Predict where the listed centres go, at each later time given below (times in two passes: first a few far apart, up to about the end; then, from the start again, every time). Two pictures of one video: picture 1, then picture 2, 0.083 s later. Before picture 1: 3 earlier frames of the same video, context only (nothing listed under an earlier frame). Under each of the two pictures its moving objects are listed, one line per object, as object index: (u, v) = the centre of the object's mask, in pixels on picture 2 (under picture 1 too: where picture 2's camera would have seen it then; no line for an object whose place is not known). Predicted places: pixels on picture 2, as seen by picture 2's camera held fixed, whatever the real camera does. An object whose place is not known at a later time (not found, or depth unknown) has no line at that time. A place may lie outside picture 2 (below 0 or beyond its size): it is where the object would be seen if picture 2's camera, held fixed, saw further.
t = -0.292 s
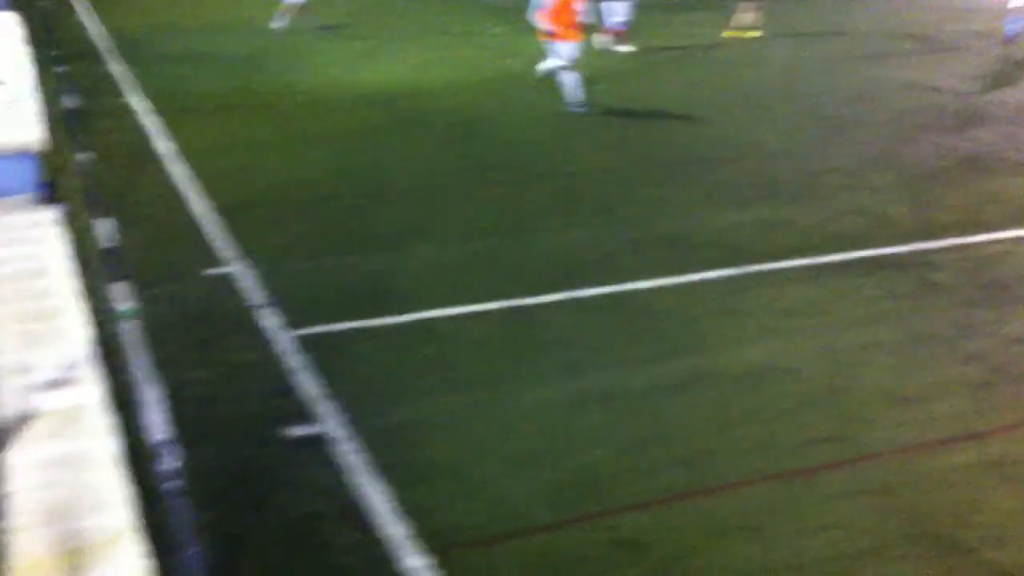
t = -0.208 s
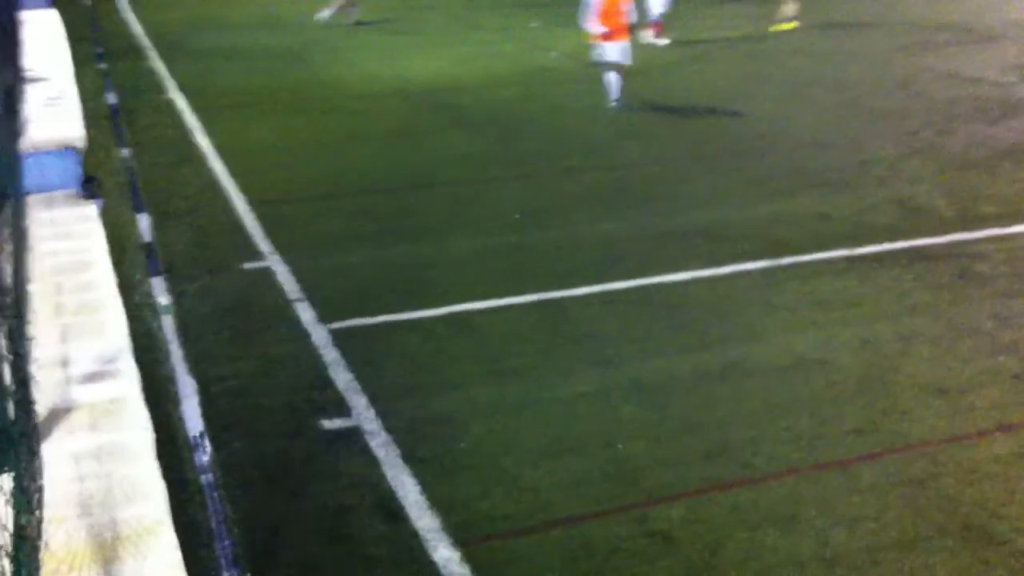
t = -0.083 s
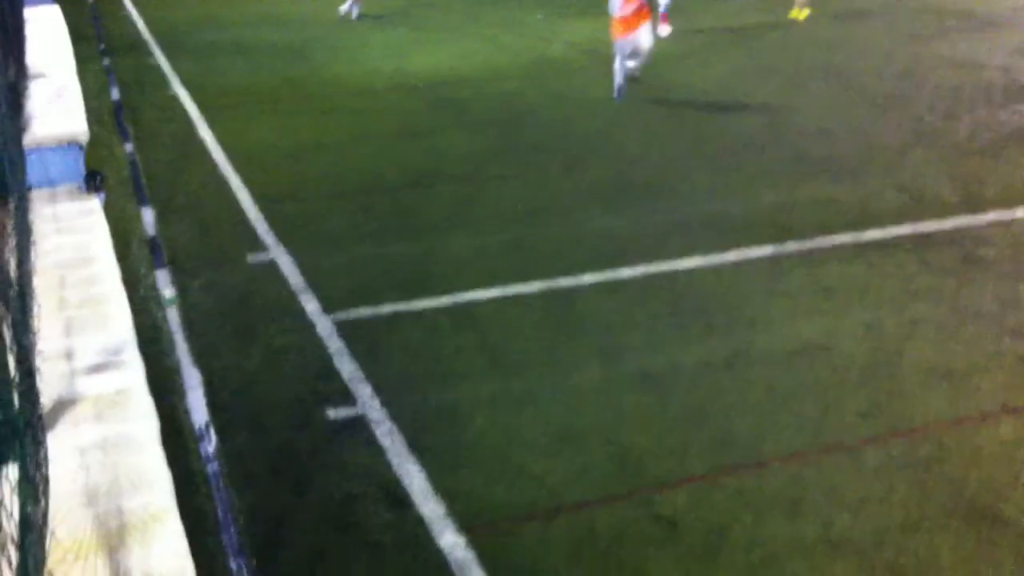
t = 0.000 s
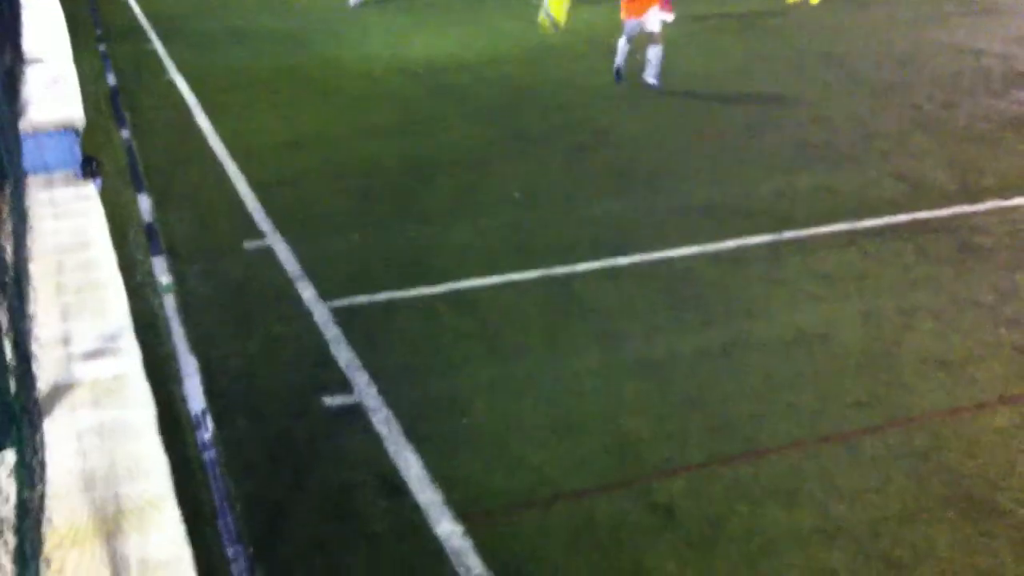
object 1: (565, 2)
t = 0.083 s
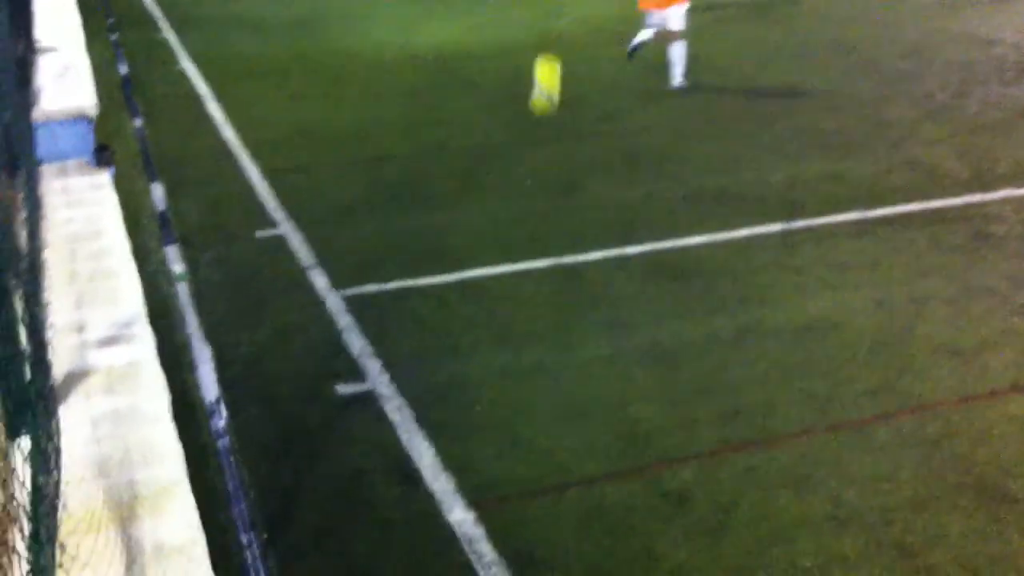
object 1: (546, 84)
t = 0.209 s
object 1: (512, 264)
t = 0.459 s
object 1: (437, 239)
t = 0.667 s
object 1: (339, 273)
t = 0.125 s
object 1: (536, 137)
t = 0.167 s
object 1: (525, 198)
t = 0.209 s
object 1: (512, 264)
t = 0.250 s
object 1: (501, 287)
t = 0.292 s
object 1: (490, 273)
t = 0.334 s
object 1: (478, 263)
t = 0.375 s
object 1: (465, 252)
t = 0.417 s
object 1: (452, 244)
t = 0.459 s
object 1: (437, 239)
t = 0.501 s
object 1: (421, 236)
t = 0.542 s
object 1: (404, 238)
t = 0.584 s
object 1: (384, 244)
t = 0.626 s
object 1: (363, 255)
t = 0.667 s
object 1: (339, 273)
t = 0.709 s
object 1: (309, 301)
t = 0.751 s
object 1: (279, 339)
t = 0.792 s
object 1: (249, 387)
